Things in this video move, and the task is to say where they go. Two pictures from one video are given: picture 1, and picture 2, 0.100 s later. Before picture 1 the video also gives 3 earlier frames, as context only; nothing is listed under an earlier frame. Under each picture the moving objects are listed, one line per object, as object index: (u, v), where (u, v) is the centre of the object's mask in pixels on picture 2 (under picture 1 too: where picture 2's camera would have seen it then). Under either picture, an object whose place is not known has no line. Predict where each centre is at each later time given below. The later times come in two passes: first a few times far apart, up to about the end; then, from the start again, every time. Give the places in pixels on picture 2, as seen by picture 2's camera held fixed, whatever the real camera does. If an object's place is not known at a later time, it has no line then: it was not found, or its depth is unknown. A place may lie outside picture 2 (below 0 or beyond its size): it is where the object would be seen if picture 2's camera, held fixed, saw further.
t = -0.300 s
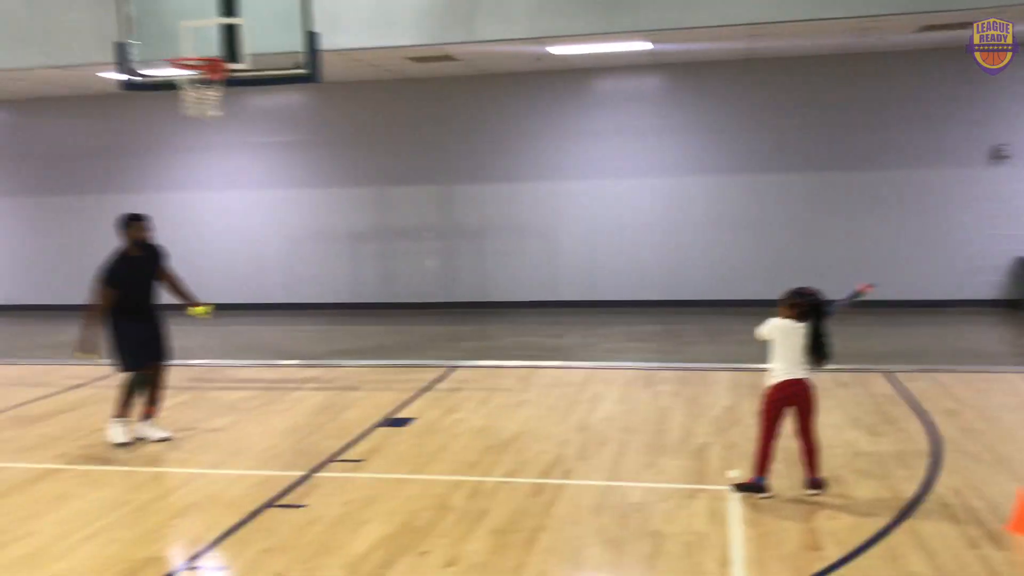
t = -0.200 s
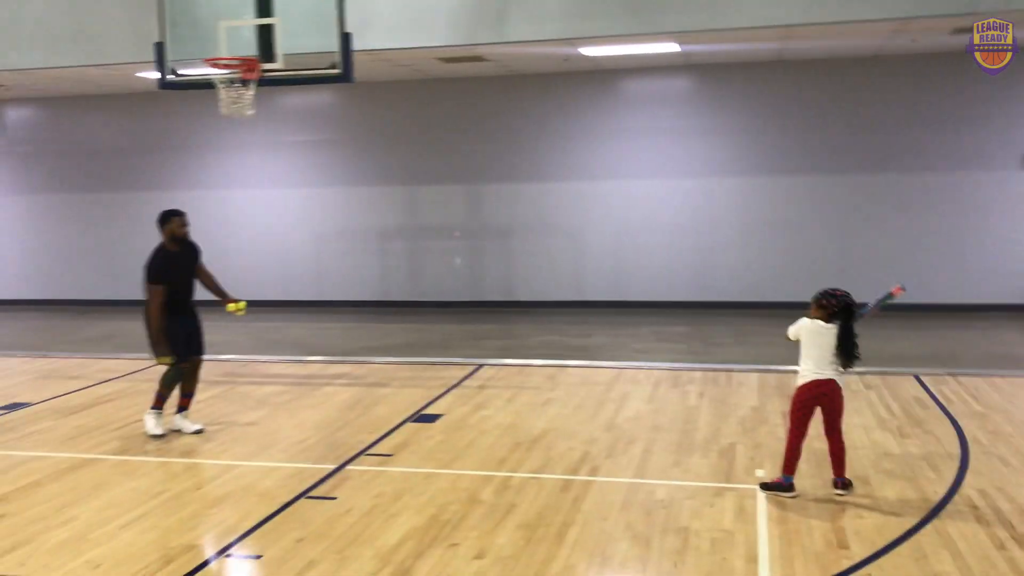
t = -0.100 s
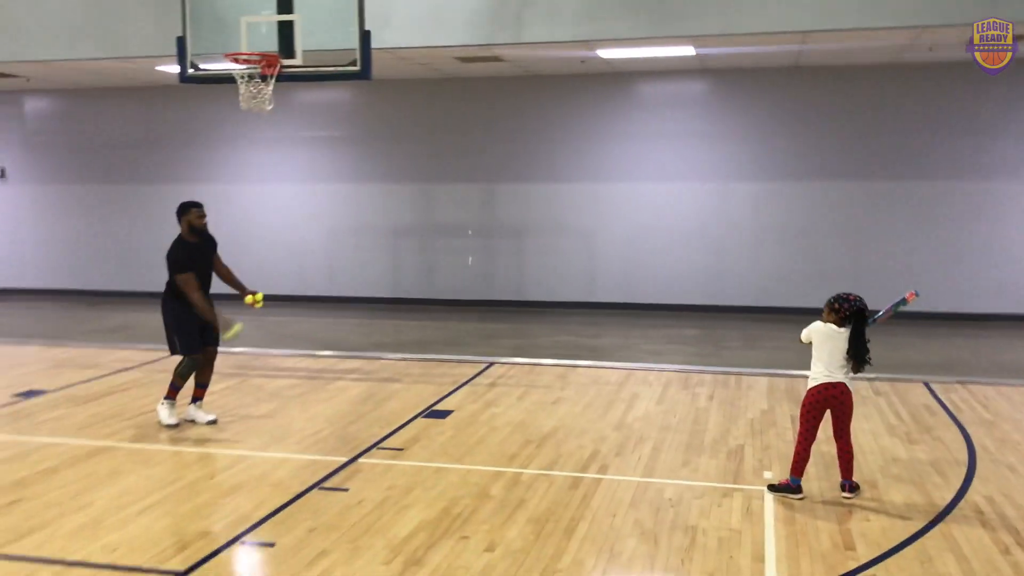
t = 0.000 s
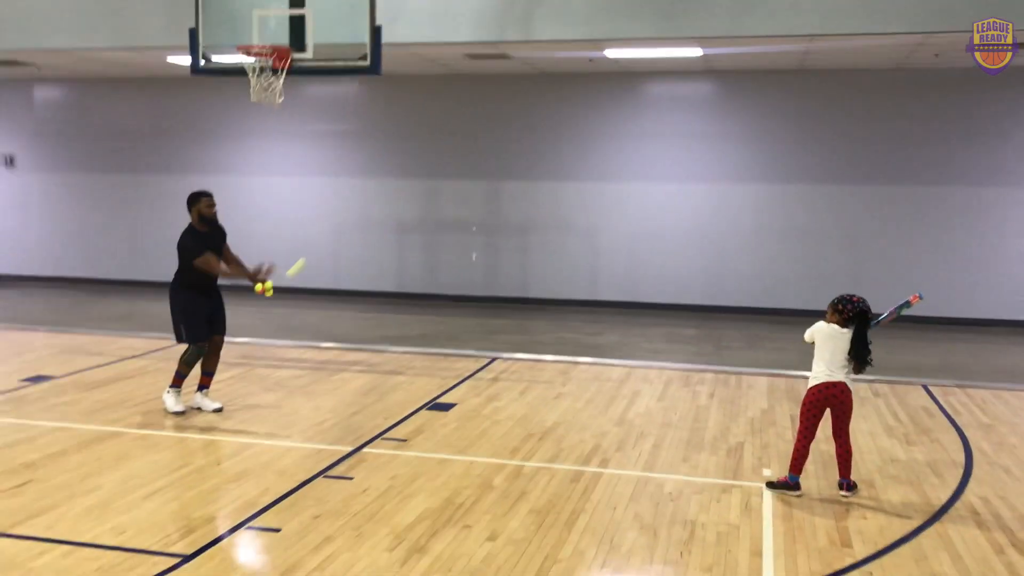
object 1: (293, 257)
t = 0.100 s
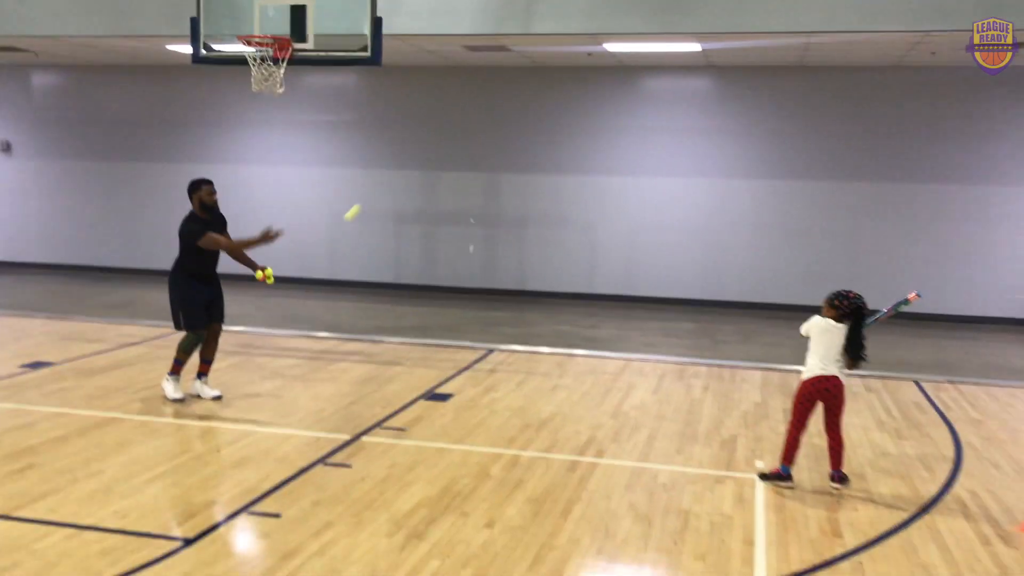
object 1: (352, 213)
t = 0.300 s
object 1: (470, 163)
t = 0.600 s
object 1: (644, 186)
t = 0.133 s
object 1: (372, 200)
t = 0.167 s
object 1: (392, 190)
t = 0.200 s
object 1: (411, 181)
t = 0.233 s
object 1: (431, 174)
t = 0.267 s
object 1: (450, 168)
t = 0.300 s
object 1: (470, 163)
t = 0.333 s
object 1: (489, 160)
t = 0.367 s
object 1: (509, 158)
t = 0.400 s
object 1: (529, 158)
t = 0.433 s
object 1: (548, 159)
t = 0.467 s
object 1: (568, 162)
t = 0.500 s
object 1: (587, 166)
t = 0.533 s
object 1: (606, 171)
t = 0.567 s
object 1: (626, 178)
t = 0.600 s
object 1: (644, 186)
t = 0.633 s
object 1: (664, 196)
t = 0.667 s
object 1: (684, 208)
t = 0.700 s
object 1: (703, 222)
